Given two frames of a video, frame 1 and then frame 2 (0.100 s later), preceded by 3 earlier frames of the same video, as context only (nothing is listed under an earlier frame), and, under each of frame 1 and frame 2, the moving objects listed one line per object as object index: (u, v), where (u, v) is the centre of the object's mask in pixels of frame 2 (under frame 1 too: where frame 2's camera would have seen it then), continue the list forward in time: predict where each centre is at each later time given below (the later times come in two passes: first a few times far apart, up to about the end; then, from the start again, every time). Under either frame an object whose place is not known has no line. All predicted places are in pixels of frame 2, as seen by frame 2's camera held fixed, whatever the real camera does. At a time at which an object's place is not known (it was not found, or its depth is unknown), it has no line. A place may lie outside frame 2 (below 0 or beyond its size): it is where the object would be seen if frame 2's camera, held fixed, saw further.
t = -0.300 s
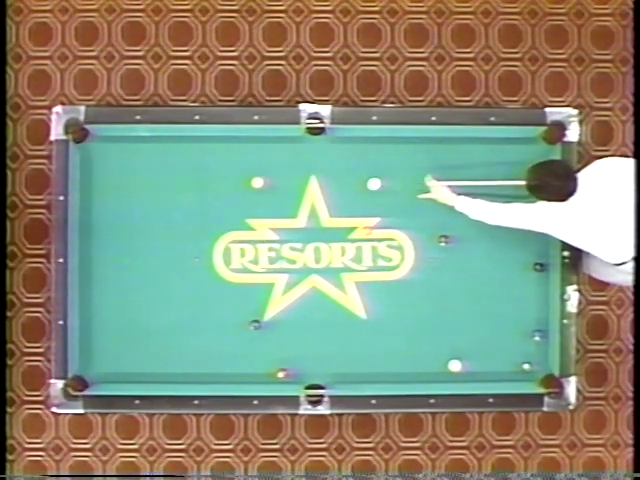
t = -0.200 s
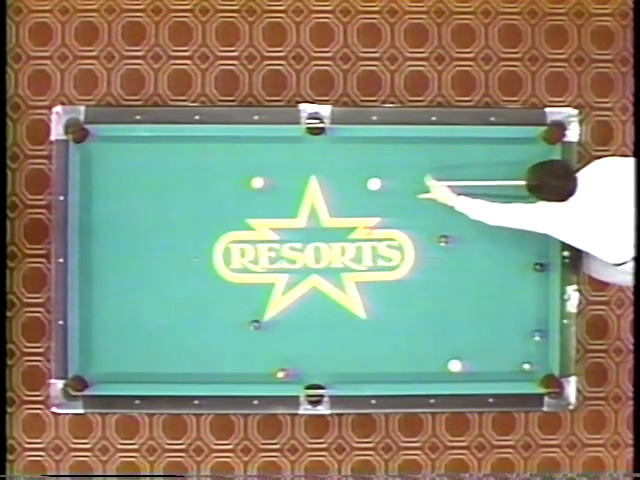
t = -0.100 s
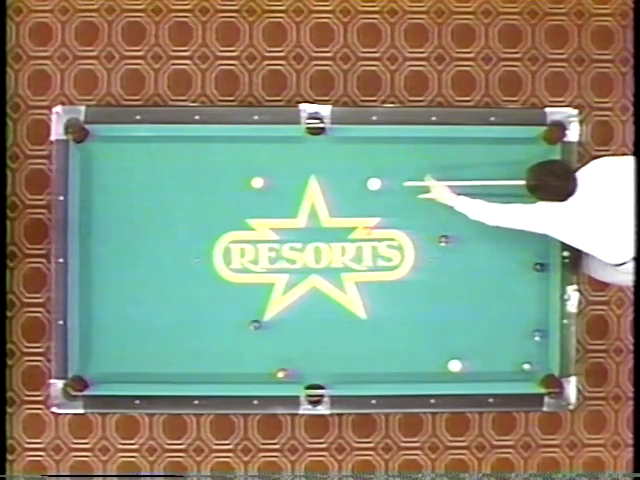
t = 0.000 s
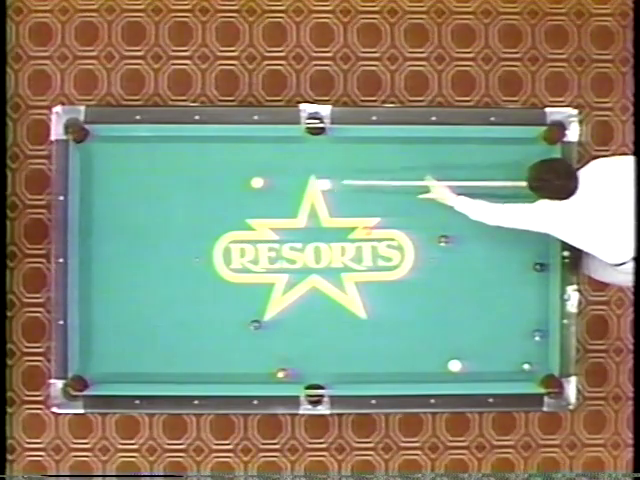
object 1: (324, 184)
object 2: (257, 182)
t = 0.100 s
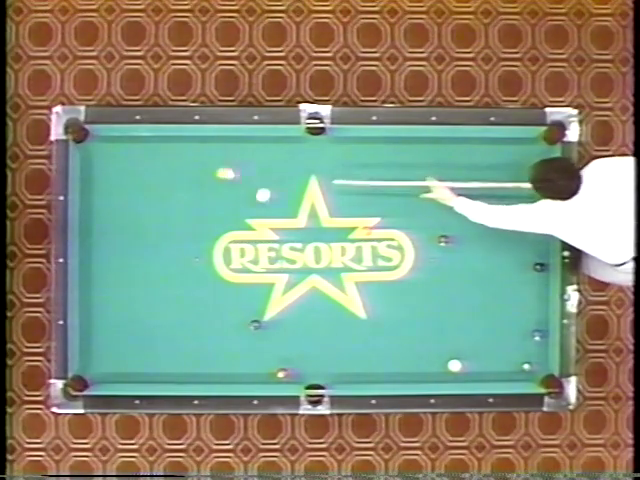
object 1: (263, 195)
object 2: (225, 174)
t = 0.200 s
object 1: (251, 217)
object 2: (151, 154)
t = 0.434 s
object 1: (215, 265)
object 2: (84, 162)
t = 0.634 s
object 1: (166, 300)
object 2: (94, 202)
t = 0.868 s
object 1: (104, 339)
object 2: (104, 242)
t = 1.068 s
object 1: (104, 365)
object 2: (113, 275)
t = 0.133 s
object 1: (260, 202)
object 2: (200, 167)
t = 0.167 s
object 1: (256, 210)
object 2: (176, 160)
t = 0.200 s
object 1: (251, 217)
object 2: (151, 154)
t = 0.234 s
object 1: (247, 224)
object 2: (128, 147)
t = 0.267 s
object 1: (244, 228)
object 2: (105, 141)
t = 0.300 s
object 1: (236, 243)
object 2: (85, 145)
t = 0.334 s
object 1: (233, 246)
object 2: (87, 140)
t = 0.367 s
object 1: (227, 253)
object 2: (88, 144)
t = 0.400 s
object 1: (221, 258)
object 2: (86, 154)
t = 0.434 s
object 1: (215, 265)
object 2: (84, 162)
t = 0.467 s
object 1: (207, 271)
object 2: (86, 170)
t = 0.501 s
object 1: (200, 277)
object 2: (88, 177)
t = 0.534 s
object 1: (192, 283)
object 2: (90, 183)
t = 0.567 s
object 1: (184, 289)
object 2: (91, 190)
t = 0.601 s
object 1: (175, 295)
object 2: (93, 195)
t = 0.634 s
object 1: (166, 300)
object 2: (94, 202)
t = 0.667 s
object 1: (158, 305)
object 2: (96, 207)
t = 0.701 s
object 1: (148, 311)
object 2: (97, 213)
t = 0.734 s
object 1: (139, 317)
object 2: (98, 219)
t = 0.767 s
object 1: (130, 322)
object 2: (100, 225)
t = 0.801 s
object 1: (122, 327)
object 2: (101, 230)
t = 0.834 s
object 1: (113, 333)
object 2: (103, 236)
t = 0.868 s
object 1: (104, 339)
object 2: (104, 242)
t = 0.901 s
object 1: (96, 344)
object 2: (105, 247)
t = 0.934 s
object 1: (87, 349)
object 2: (107, 253)
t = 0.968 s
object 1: (86, 354)
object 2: (109, 259)
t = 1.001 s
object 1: (92, 357)
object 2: (110, 264)
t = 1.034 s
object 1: (98, 361)
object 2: (111, 270)
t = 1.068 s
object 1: (104, 365)
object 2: (113, 275)
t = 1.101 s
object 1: (109, 368)
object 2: (114, 281)
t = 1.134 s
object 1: (114, 372)
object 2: (115, 287)
